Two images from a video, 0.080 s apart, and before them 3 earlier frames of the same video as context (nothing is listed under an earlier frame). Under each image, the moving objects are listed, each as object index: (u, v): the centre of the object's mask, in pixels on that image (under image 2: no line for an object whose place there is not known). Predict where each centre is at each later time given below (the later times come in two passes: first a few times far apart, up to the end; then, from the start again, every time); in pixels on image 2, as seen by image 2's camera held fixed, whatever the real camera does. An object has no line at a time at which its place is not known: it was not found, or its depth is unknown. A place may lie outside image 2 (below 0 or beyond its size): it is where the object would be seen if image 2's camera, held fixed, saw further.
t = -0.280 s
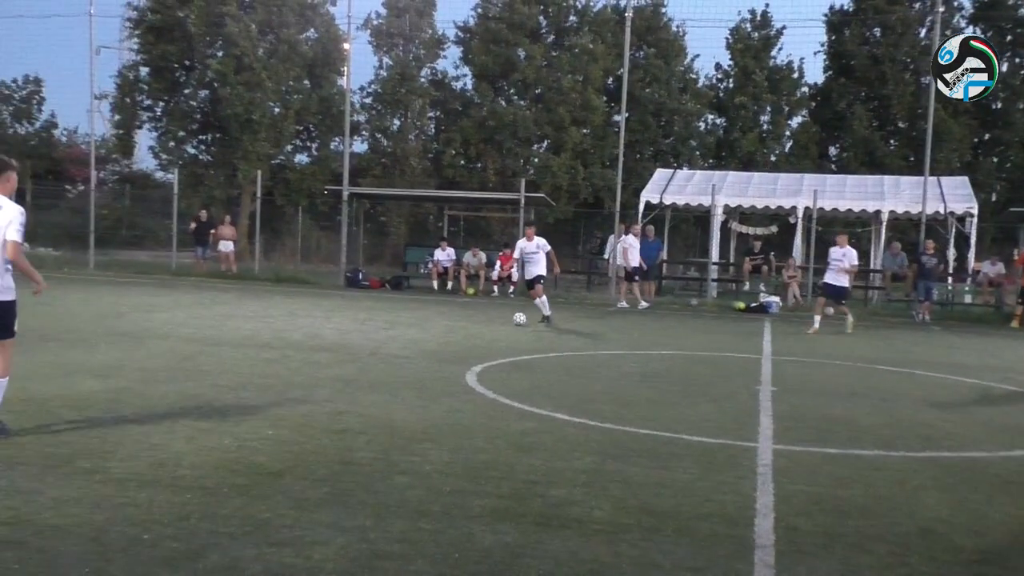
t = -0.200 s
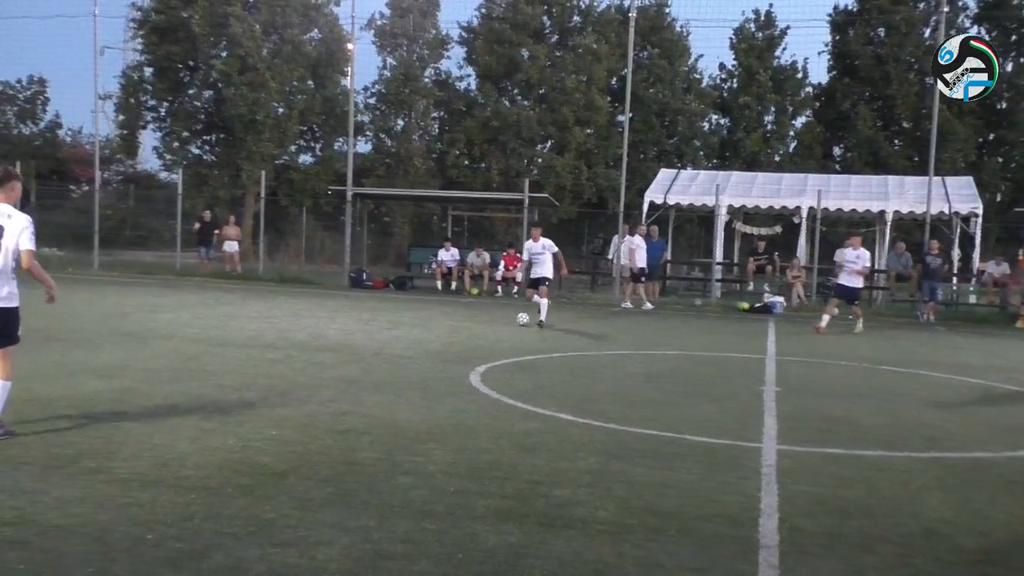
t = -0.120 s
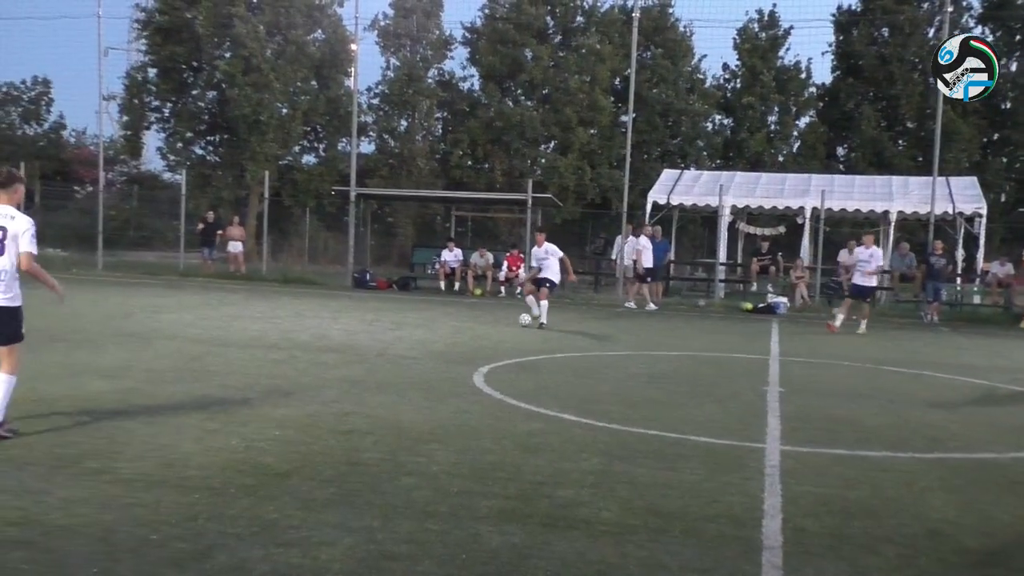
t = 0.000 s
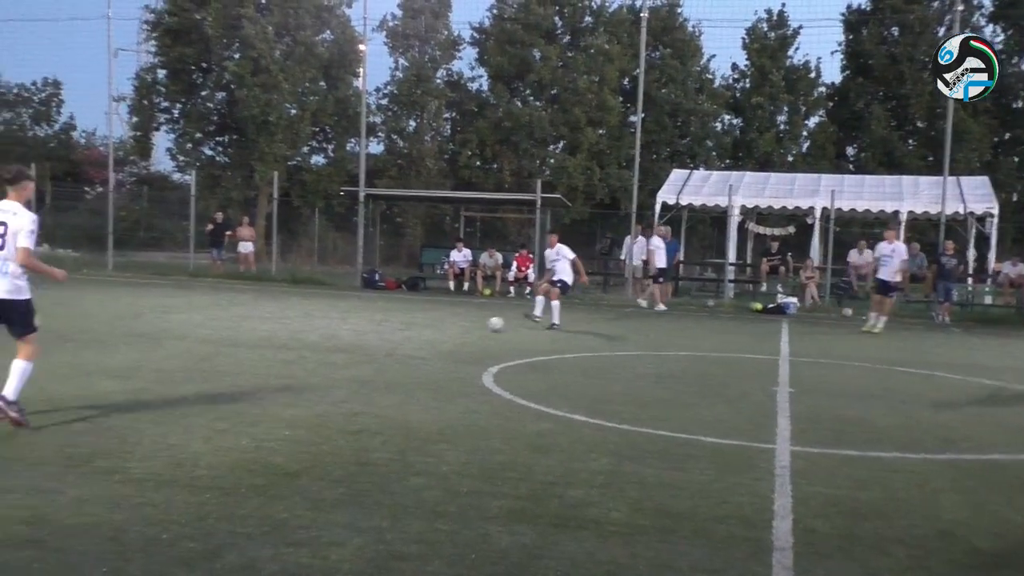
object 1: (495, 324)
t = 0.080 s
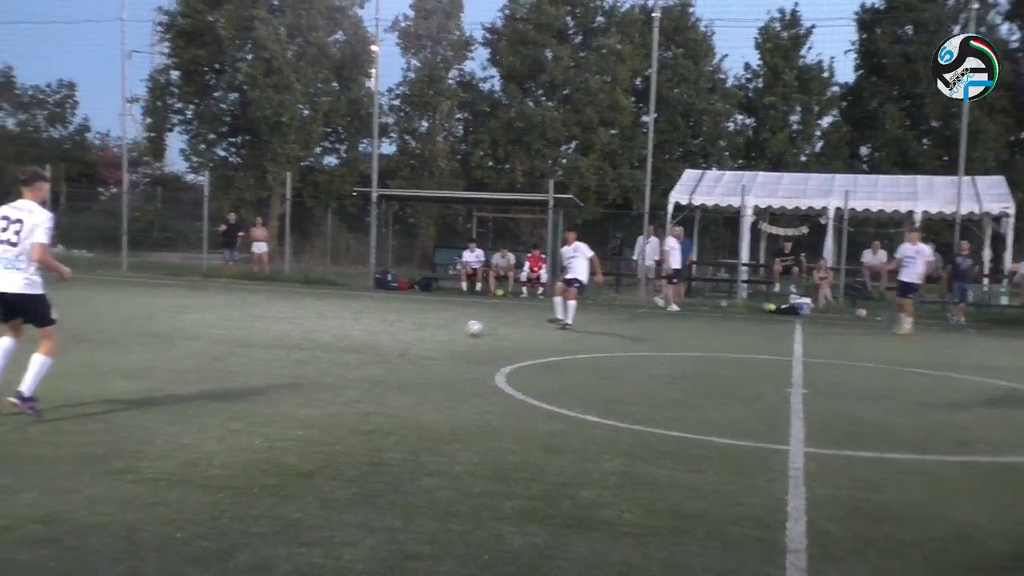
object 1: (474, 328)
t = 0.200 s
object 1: (418, 334)
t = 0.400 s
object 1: (316, 345)
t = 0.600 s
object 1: (201, 359)
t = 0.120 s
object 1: (456, 330)
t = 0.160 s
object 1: (438, 332)
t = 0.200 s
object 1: (418, 334)
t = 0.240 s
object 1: (399, 336)
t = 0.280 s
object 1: (379, 339)
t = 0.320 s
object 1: (358, 341)
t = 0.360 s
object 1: (337, 342)
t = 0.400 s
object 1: (316, 345)
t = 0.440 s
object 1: (294, 349)
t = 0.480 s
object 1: (272, 351)
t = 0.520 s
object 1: (248, 354)
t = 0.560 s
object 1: (224, 357)
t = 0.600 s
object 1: (201, 359)
